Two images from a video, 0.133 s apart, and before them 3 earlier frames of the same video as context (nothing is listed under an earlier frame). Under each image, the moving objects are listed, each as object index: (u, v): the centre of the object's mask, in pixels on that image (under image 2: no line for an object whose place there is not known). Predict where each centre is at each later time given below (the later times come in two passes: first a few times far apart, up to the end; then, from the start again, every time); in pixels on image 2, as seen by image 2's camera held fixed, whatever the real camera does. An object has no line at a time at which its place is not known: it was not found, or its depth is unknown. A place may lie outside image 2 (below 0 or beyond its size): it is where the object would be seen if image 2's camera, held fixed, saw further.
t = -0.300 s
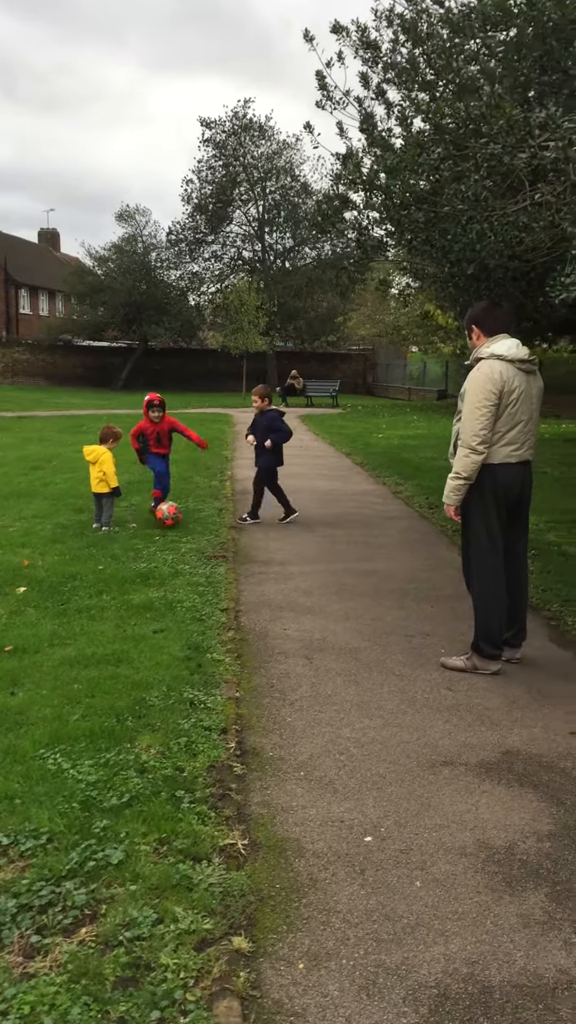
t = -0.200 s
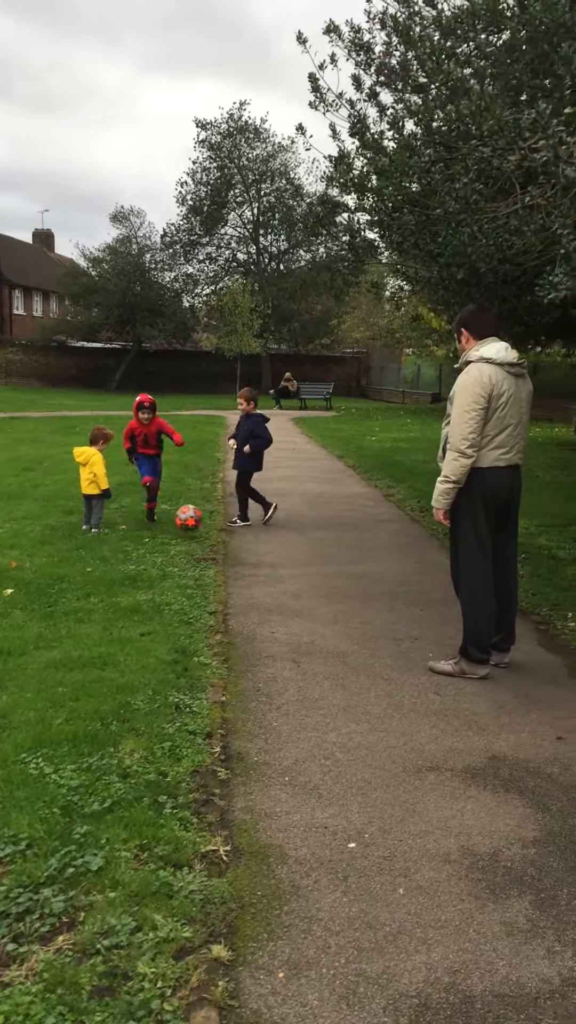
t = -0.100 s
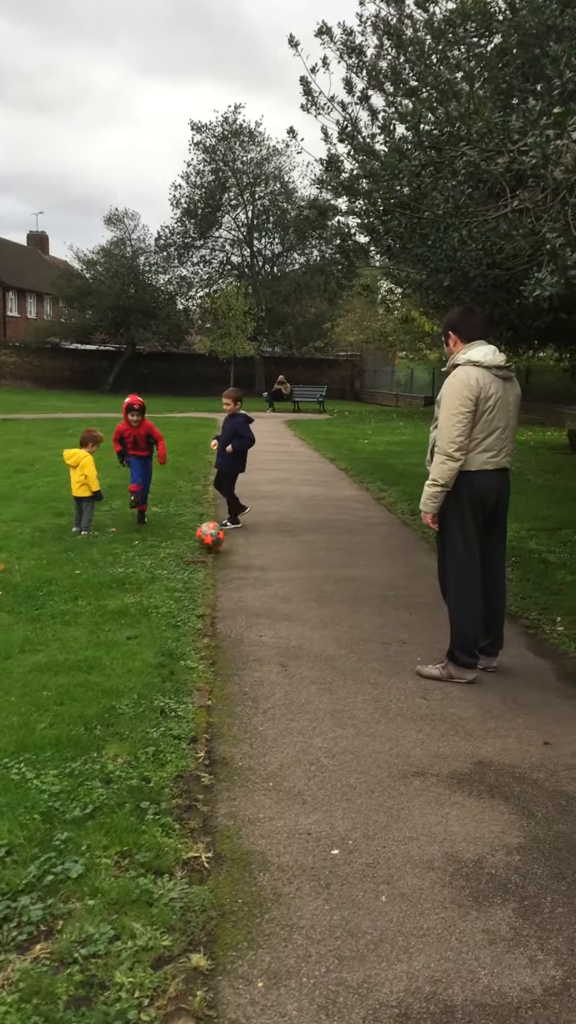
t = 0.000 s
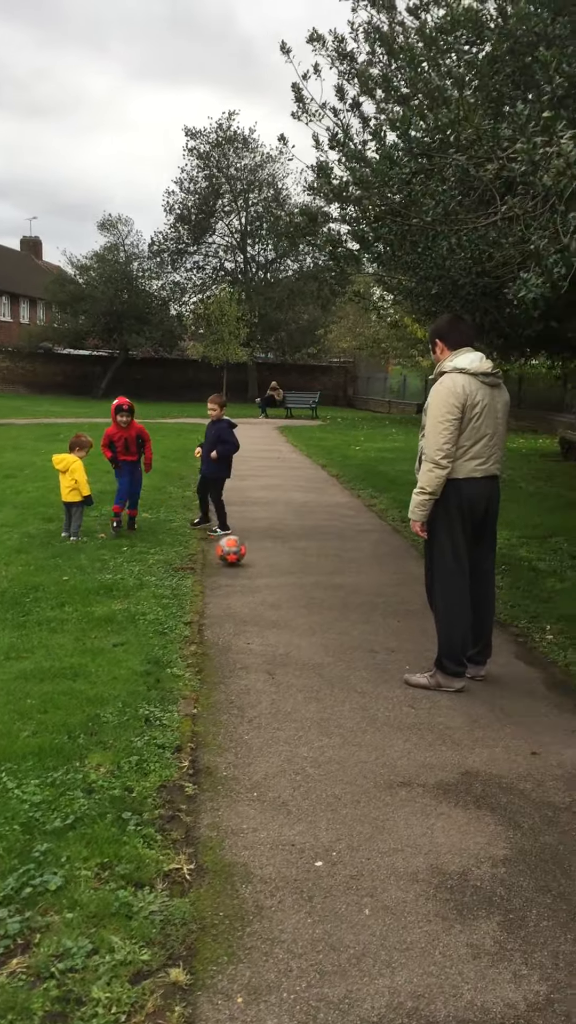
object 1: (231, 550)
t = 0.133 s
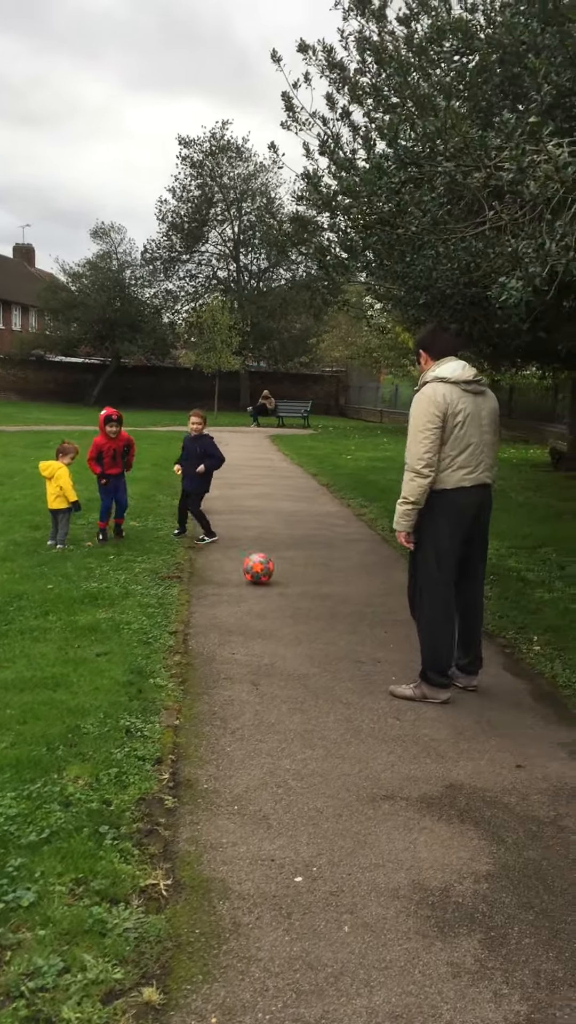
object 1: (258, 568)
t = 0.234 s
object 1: (290, 575)
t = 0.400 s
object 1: (346, 589)
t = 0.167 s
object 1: (269, 571)
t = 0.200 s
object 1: (279, 572)
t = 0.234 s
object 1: (290, 575)
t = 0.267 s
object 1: (301, 577)
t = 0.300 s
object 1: (312, 579)
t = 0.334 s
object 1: (323, 583)
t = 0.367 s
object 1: (335, 586)
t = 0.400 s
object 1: (346, 589)
